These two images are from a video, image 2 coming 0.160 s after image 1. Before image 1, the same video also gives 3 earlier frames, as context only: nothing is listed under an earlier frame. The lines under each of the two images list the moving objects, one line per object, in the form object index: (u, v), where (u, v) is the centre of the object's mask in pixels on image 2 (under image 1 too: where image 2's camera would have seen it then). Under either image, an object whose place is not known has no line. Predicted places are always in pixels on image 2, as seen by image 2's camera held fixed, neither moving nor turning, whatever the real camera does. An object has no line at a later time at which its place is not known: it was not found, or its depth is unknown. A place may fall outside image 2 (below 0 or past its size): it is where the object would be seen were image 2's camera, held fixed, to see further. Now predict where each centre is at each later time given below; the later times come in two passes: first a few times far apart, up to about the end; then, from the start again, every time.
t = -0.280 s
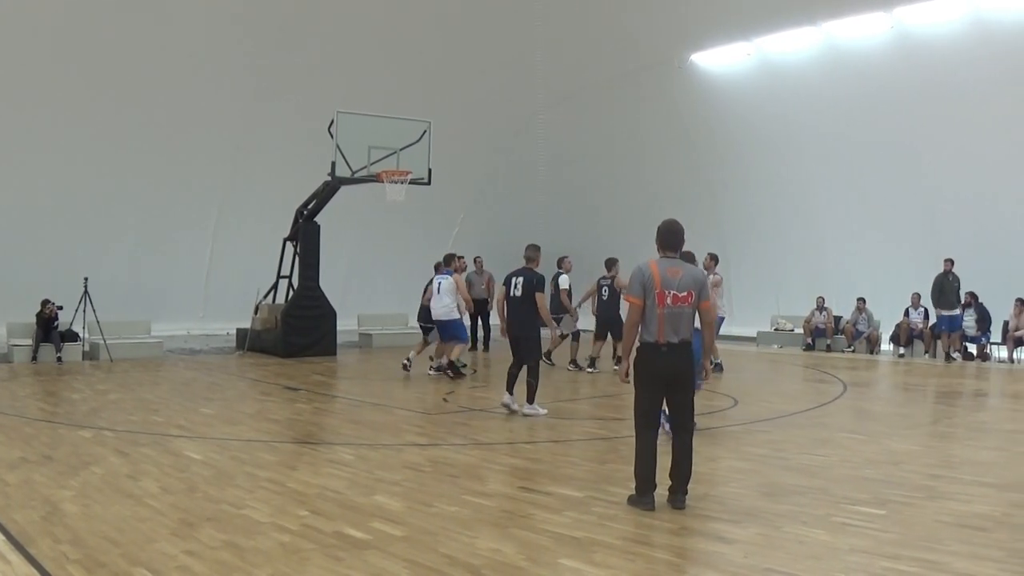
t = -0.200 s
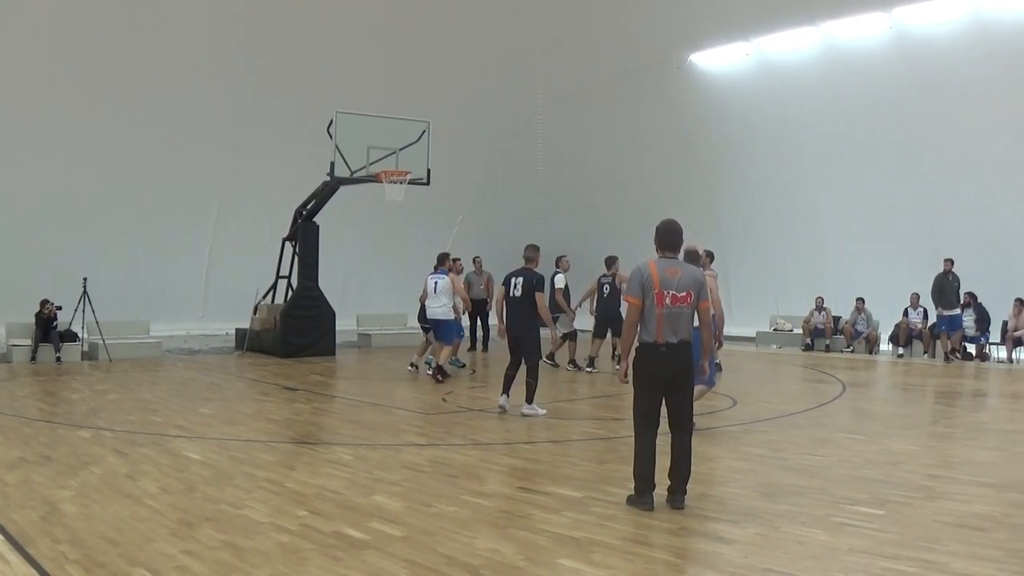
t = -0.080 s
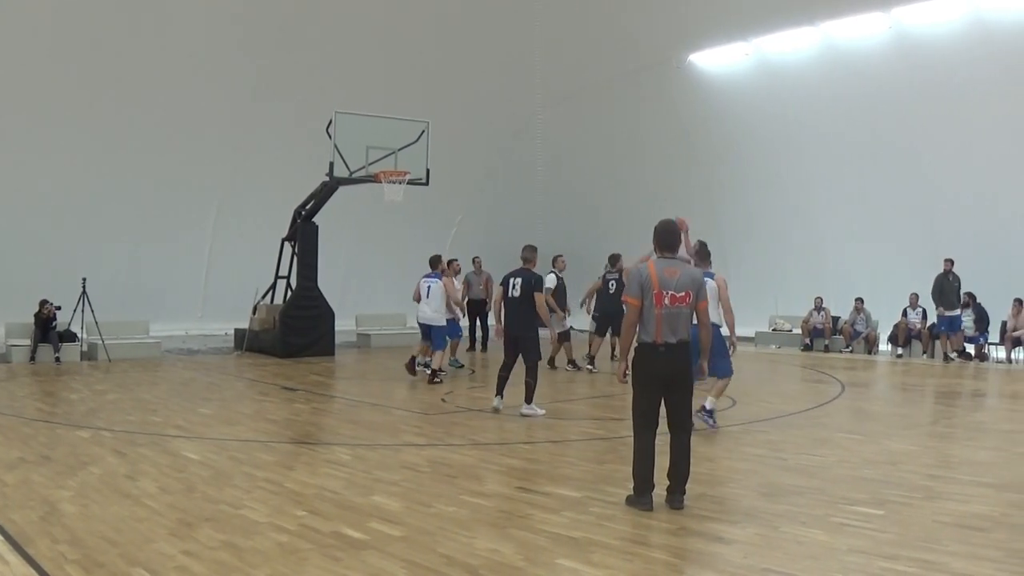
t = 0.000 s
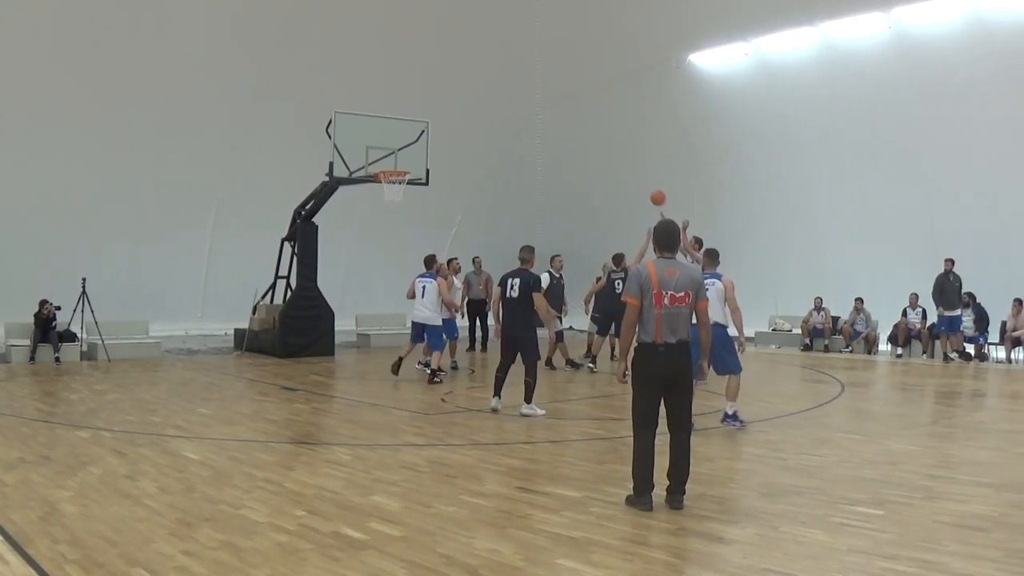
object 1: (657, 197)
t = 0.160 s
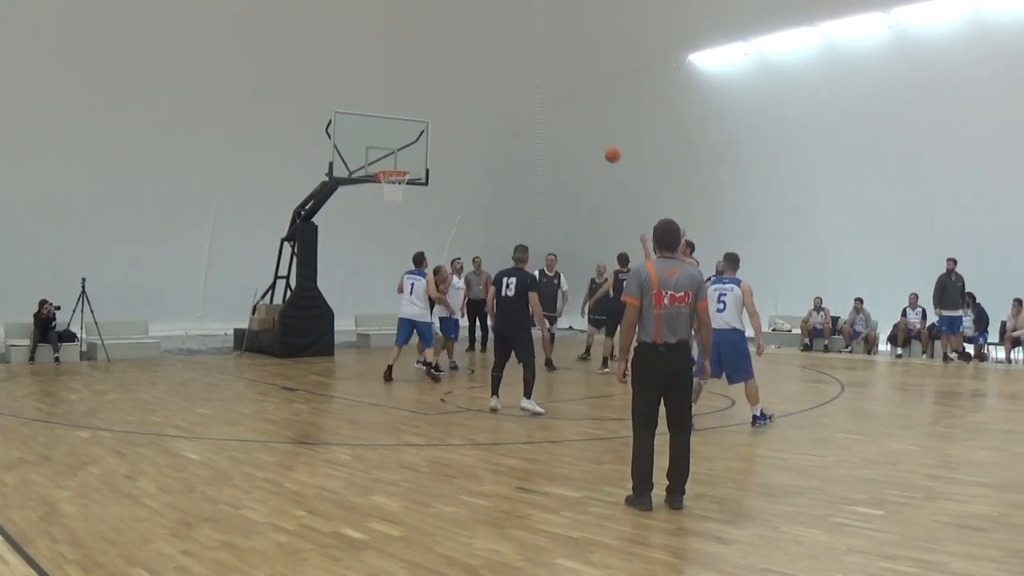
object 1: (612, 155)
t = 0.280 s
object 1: (578, 134)
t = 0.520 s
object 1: (510, 118)
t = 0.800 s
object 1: (430, 146)
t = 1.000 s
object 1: (385, 185)
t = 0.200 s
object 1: (601, 147)
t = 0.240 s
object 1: (589, 139)
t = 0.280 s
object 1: (578, 134)
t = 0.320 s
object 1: (566, 128)
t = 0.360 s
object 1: (555, 124)
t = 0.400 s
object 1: (544, 121)
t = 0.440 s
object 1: (533, 118)
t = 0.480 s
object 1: (521, 118)
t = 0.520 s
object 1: (510, 118)
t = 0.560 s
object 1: (498, 119)
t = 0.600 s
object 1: (487, 120)
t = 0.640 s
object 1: (476, 124)
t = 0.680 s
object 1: (464, 127)
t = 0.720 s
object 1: (453, 132)
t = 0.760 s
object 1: (441, 138)
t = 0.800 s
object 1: (430, 146)
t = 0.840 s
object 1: (418, 153)
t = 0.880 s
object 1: (407, 163)
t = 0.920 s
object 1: (398, 171)
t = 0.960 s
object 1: (390, 178)
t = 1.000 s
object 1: (385, 185)
